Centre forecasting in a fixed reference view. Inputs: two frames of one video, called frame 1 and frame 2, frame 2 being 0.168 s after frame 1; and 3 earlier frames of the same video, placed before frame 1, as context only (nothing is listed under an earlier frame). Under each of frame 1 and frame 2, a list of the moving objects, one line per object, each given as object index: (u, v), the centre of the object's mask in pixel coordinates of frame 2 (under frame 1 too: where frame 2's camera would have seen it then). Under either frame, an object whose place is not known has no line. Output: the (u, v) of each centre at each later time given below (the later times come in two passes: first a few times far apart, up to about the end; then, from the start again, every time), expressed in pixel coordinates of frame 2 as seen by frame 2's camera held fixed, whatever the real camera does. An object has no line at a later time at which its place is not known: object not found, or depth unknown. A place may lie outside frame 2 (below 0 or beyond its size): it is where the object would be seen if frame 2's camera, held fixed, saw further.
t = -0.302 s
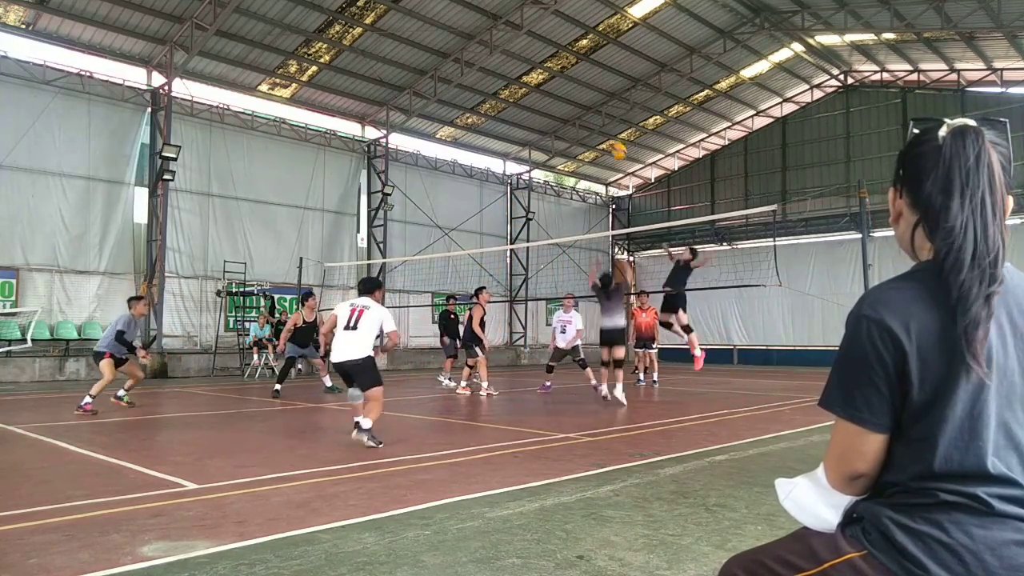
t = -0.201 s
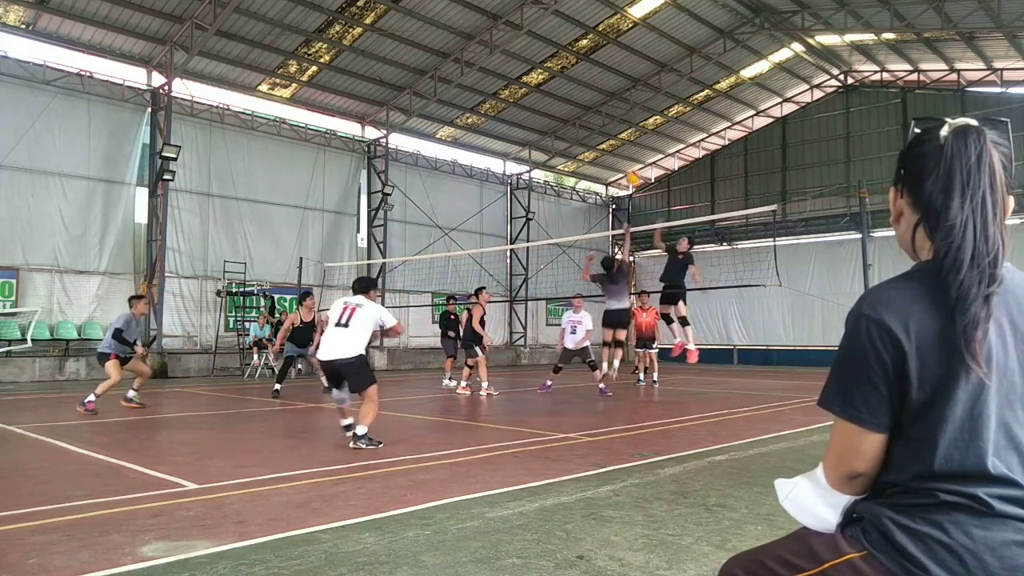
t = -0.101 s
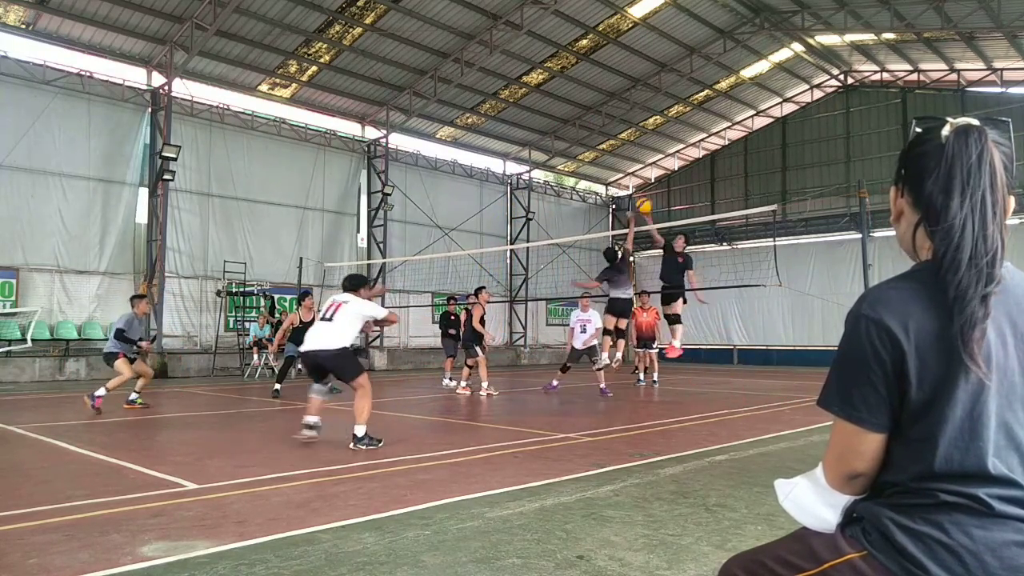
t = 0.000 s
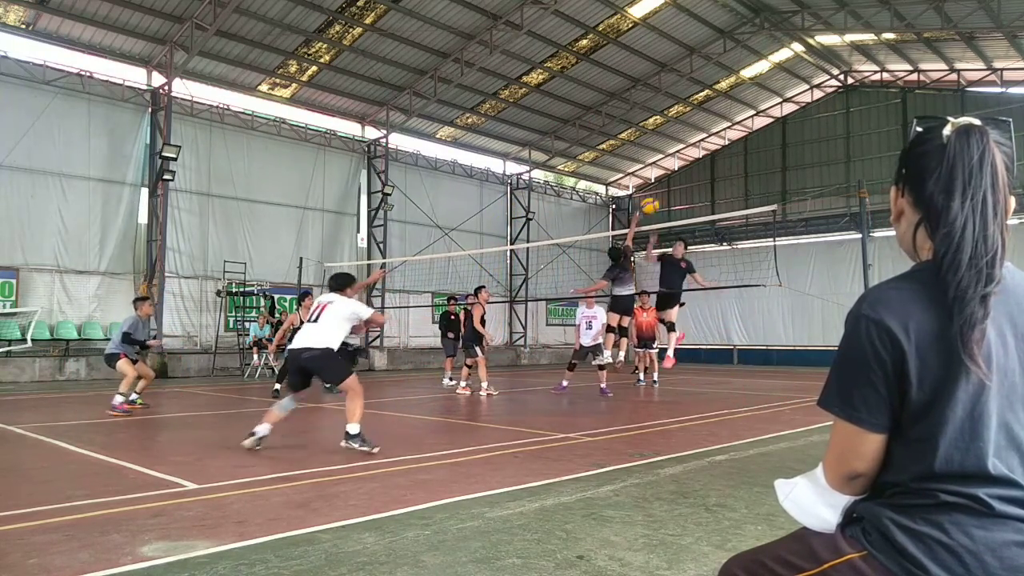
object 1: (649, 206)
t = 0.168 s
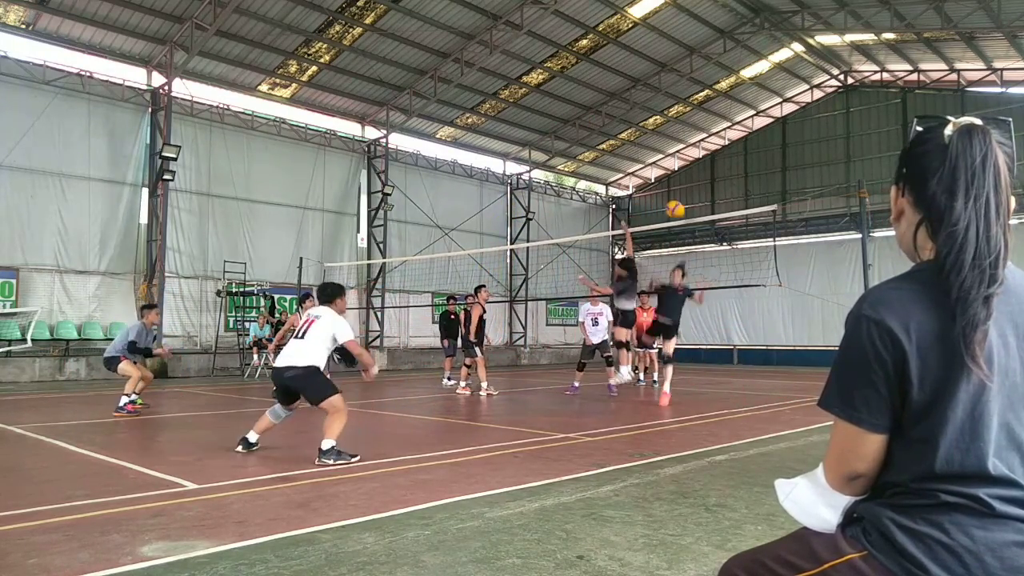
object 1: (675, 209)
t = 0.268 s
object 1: (691, 222)
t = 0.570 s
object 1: (746, 321)
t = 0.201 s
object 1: (680, 212)
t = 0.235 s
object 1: (685, 217)
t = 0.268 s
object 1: (691, 222)
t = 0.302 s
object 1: (697, 229)
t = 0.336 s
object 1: (703, 235)
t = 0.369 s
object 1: (708, 244)
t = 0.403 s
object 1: (716, 257)
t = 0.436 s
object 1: (721, 265)
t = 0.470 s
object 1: (727, 277)
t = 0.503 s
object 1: (733, 291)
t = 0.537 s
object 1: (740, 305)
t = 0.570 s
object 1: (746, 321)
